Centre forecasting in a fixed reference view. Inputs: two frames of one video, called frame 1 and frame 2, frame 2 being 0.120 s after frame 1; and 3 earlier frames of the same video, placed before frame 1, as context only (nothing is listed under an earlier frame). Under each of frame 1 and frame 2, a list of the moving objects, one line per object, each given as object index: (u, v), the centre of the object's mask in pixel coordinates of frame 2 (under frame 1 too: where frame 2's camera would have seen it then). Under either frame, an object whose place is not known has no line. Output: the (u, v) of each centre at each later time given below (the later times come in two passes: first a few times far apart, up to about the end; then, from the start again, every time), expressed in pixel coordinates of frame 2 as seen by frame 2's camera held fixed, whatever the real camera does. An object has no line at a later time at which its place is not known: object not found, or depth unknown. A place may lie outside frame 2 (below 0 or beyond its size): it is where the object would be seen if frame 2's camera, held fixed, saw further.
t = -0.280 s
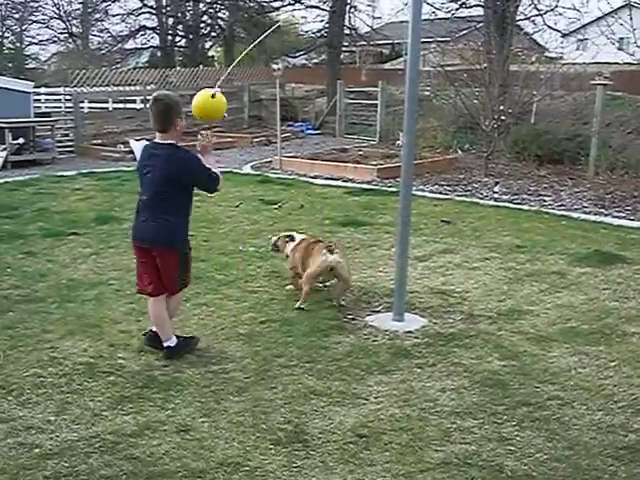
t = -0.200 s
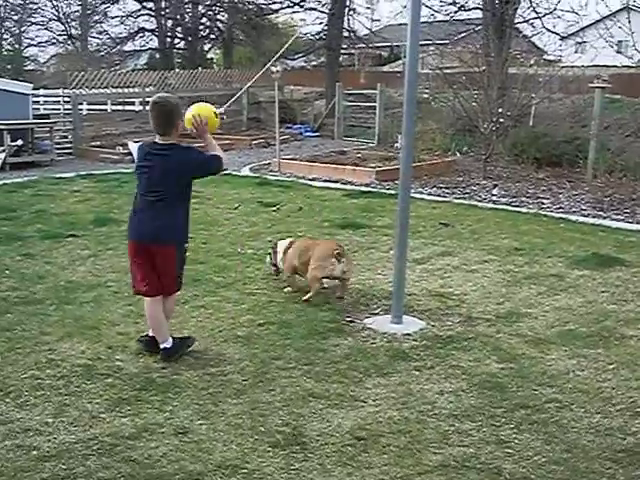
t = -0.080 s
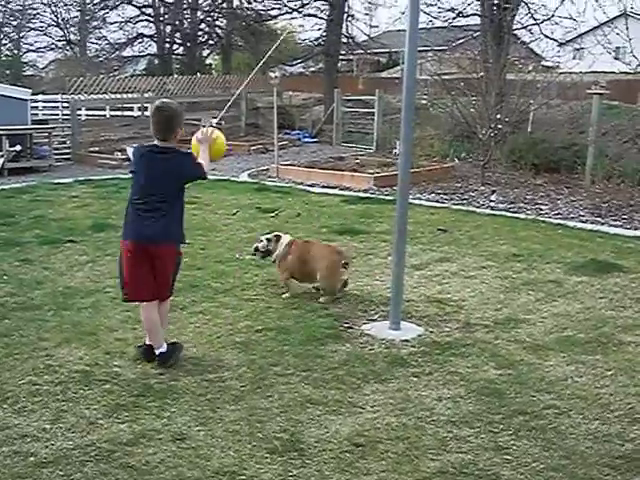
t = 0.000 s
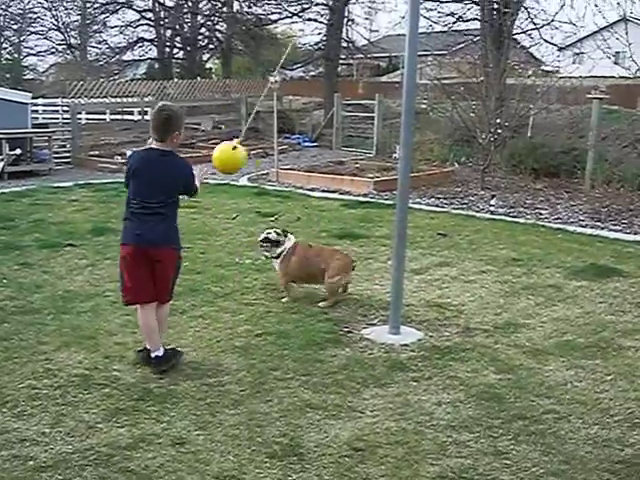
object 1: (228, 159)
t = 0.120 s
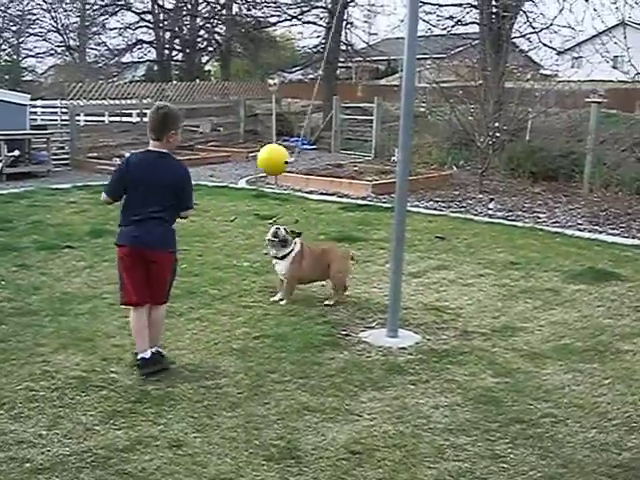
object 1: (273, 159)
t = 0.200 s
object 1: (302, 166)
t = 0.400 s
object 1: (376, 183)
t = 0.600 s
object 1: (462, 179)
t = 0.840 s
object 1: (546, 163)
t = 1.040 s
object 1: (592, 156)
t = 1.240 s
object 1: (611, 168)
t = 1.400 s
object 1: (603, 196)
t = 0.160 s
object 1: (288, 162)
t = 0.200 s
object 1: (302, 166)
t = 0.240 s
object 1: (316, 171)
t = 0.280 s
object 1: (330, 178)
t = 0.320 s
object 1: (343, 183)
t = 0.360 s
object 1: (359, 184)
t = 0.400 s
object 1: (376, 183)
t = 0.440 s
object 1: (387, 179)
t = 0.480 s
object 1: (416, 177)
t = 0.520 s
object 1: (428, 176)
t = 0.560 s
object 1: (444, 176)
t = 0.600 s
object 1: (462, 179)
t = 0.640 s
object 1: (478, 182)
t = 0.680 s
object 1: (494, 182)
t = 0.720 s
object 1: (509, 177)
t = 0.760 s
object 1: (522, 171)
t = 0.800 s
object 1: (535, 166)
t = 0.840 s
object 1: (546, 163)
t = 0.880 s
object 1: (558, 159)
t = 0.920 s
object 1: (568, 159)
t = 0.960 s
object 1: (578, 158)
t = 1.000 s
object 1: (585, 157)
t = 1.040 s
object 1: (592, 156)
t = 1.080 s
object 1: (597, 155)
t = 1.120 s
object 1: (602, 155)
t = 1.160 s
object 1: (605, 157)
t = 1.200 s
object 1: (608, 162)
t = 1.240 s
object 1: (611, 168)
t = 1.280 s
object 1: (613, 176)
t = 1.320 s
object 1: (613, 185)
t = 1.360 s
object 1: (610, 194)
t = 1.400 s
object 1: (603, 196)
